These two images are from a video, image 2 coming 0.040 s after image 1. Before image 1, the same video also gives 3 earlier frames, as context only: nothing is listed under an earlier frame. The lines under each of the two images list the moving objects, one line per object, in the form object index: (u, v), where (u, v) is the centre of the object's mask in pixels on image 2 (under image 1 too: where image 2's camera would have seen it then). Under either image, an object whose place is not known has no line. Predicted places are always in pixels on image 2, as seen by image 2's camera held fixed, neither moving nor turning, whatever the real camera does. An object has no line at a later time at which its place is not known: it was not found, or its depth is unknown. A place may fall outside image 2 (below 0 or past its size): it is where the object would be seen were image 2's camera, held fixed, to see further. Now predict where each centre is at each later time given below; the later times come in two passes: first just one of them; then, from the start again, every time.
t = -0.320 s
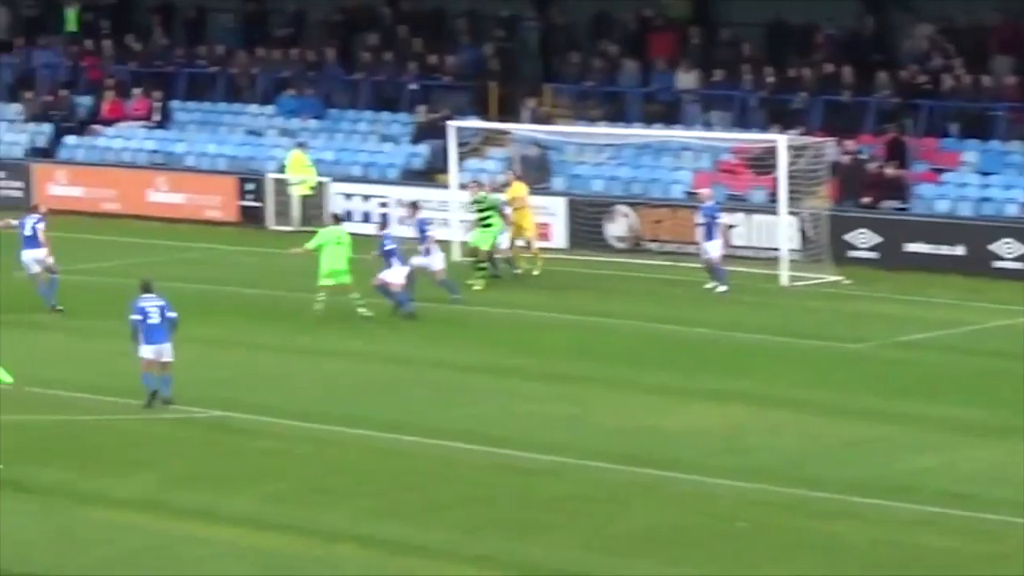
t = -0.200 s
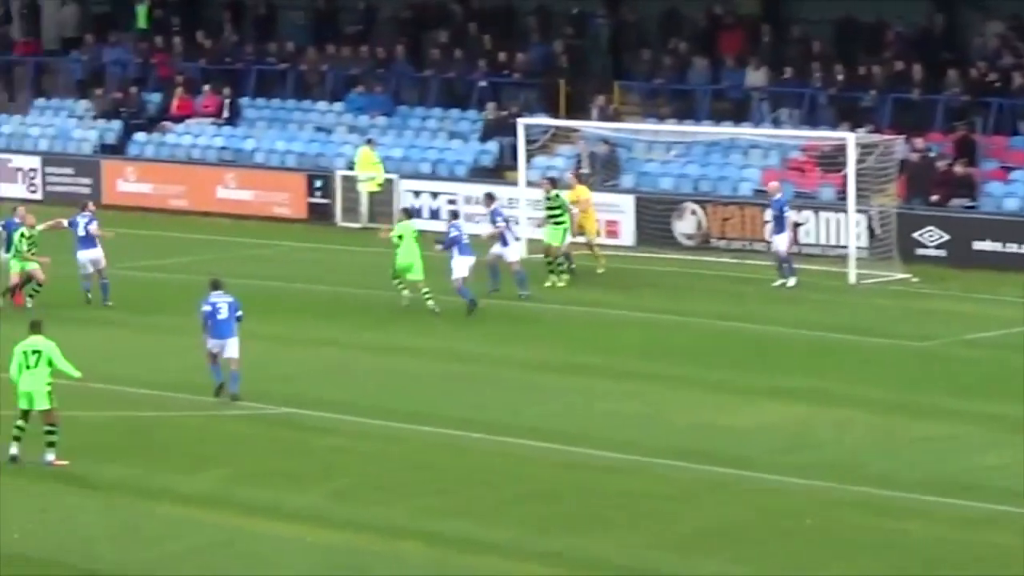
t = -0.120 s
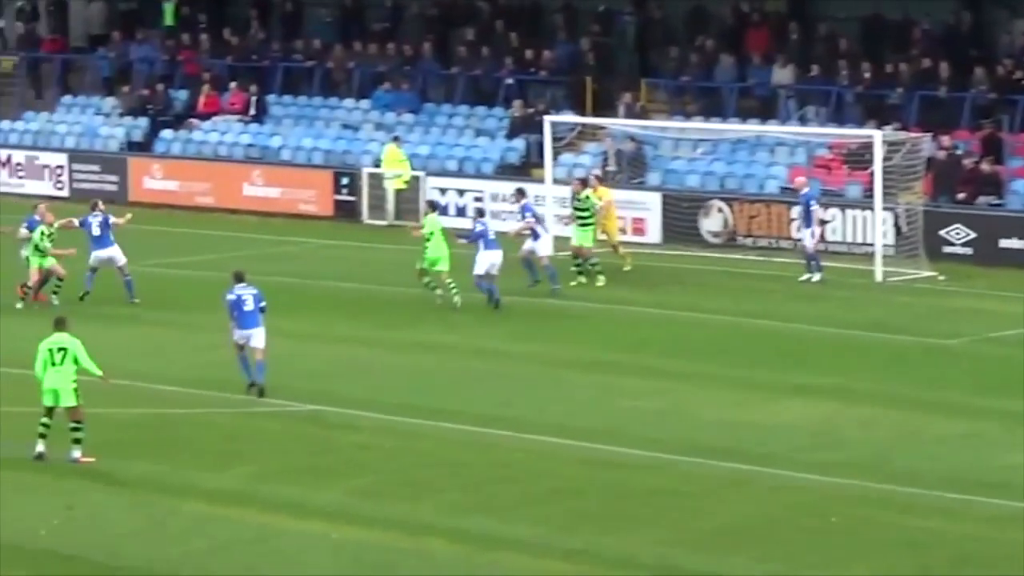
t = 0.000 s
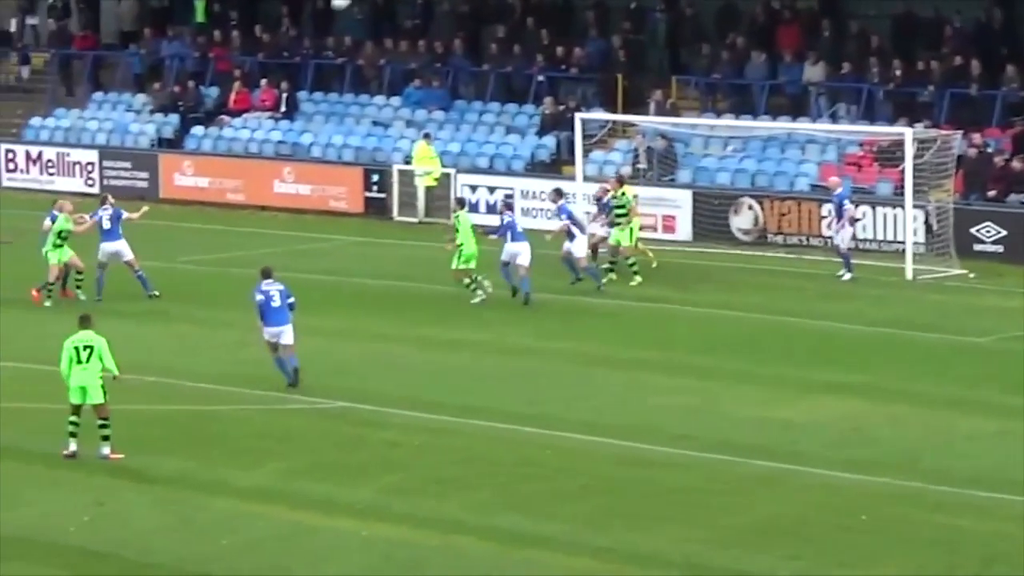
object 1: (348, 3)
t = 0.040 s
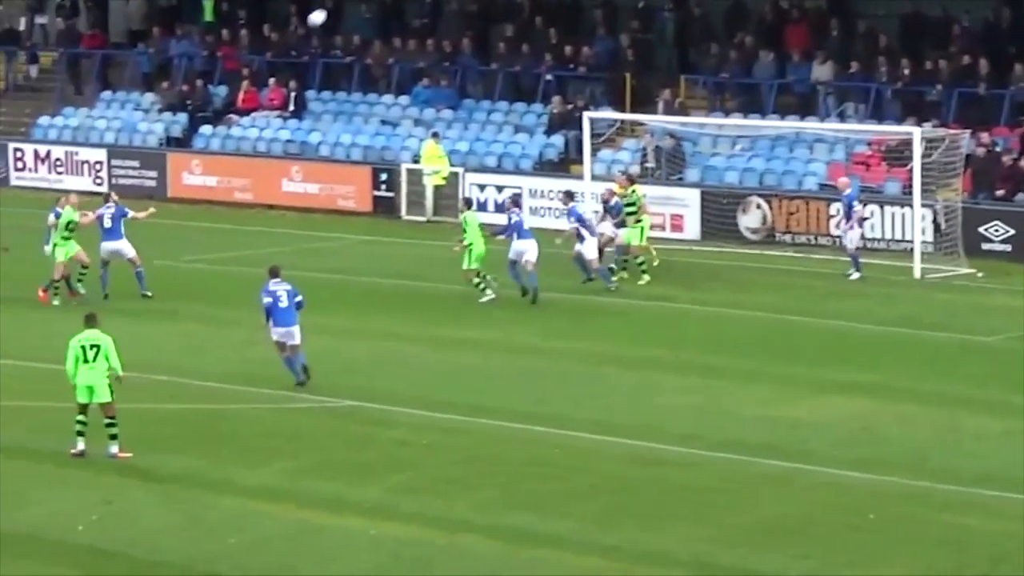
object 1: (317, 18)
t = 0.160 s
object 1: (220, 76)
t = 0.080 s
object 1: (285, 36)
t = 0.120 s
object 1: (252, 56)
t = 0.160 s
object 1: (220, 76)
